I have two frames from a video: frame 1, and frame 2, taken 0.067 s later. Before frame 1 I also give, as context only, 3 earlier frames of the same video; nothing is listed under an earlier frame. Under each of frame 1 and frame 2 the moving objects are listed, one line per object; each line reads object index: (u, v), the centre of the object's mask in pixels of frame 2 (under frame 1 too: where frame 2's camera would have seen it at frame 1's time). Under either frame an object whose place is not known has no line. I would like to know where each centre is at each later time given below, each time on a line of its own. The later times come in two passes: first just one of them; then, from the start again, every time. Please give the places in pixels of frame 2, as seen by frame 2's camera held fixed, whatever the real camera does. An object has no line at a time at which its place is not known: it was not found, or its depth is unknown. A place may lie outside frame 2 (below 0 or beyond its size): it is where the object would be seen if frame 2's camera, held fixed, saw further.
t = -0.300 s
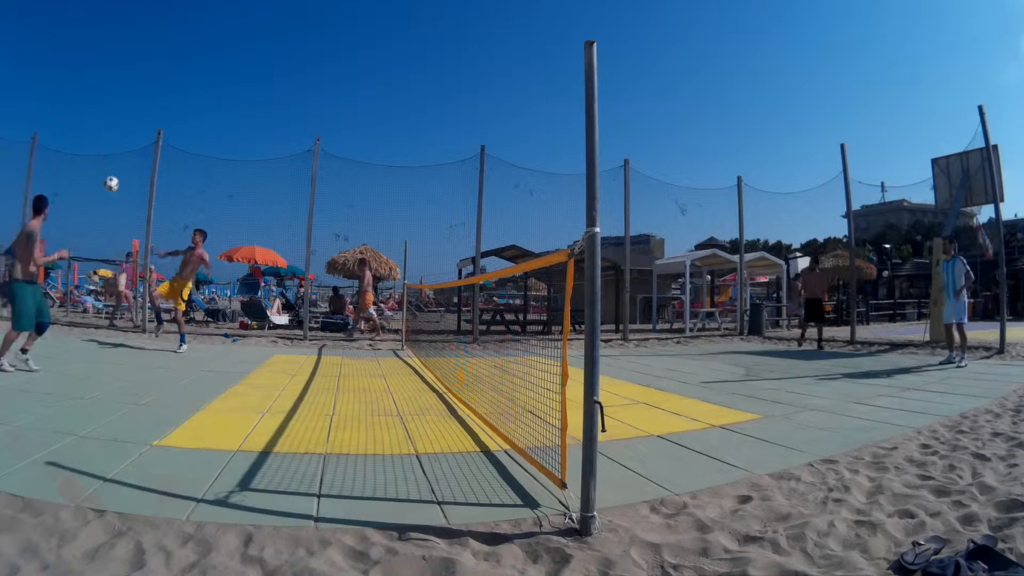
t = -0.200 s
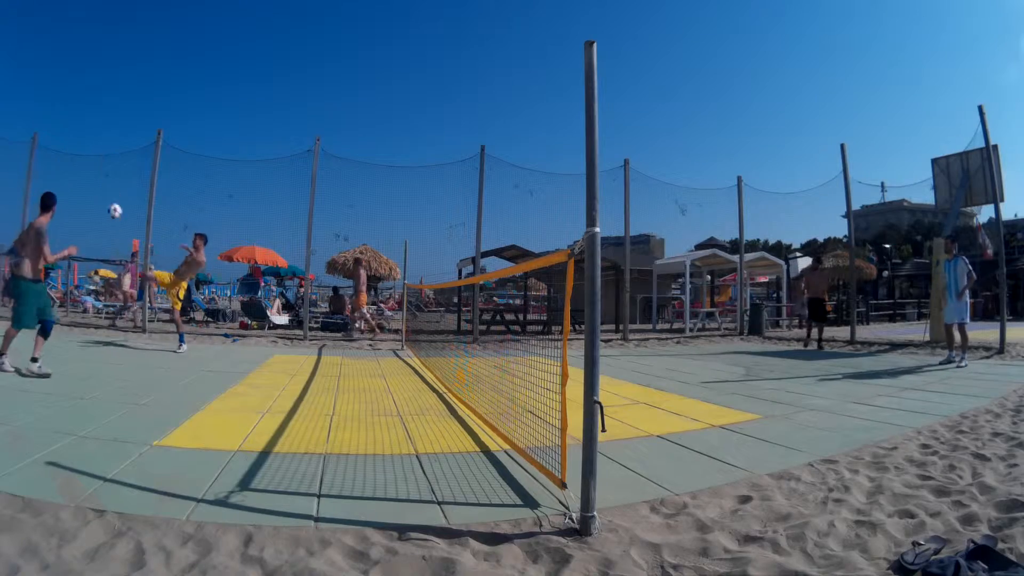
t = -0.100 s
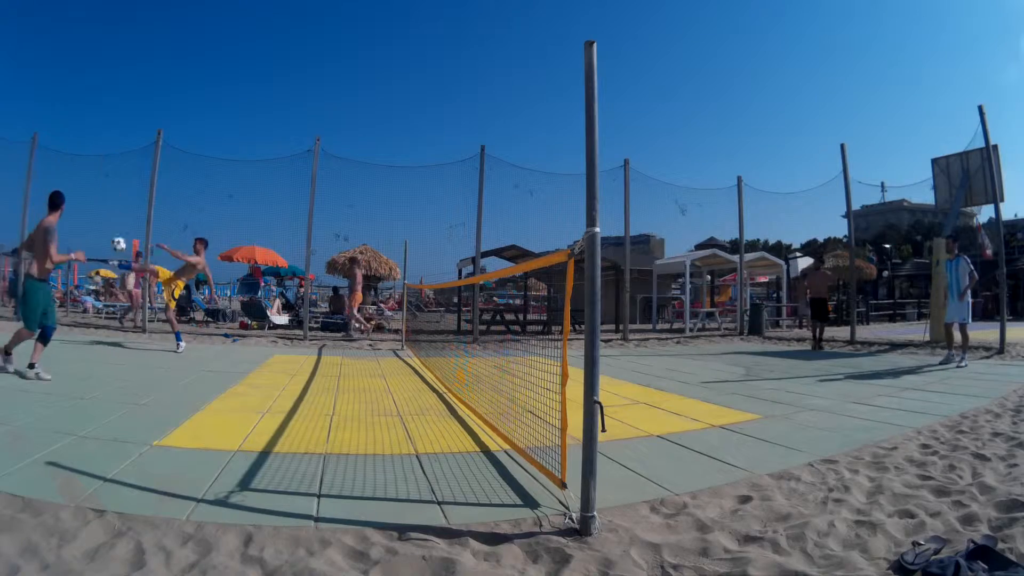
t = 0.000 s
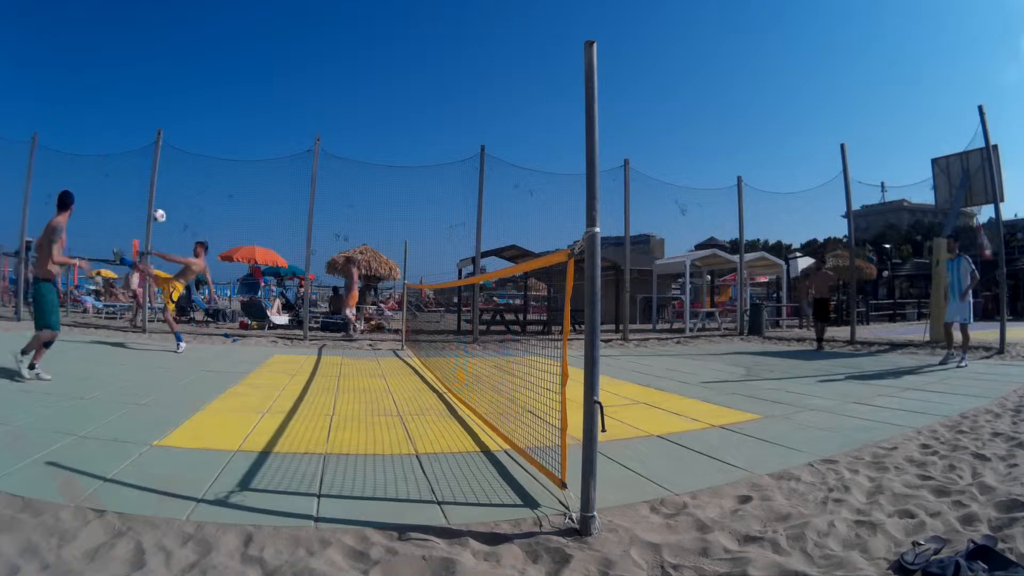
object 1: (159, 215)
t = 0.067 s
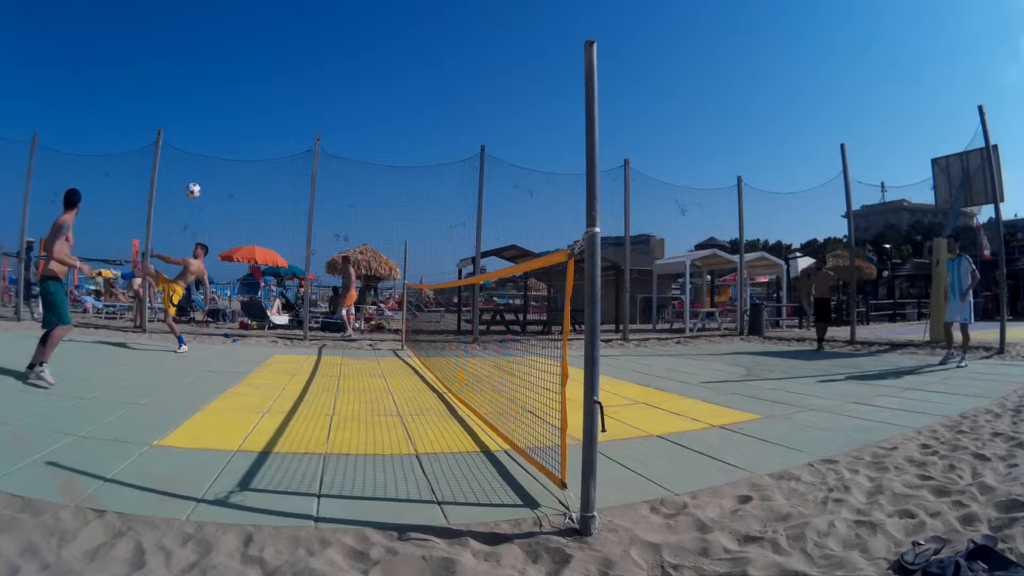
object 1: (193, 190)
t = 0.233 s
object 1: (287, 140)
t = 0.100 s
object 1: (211, 179)
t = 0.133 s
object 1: (230, 168)
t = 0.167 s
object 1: (249, 158)
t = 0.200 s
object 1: (268, 149)
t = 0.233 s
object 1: (287, 140)
